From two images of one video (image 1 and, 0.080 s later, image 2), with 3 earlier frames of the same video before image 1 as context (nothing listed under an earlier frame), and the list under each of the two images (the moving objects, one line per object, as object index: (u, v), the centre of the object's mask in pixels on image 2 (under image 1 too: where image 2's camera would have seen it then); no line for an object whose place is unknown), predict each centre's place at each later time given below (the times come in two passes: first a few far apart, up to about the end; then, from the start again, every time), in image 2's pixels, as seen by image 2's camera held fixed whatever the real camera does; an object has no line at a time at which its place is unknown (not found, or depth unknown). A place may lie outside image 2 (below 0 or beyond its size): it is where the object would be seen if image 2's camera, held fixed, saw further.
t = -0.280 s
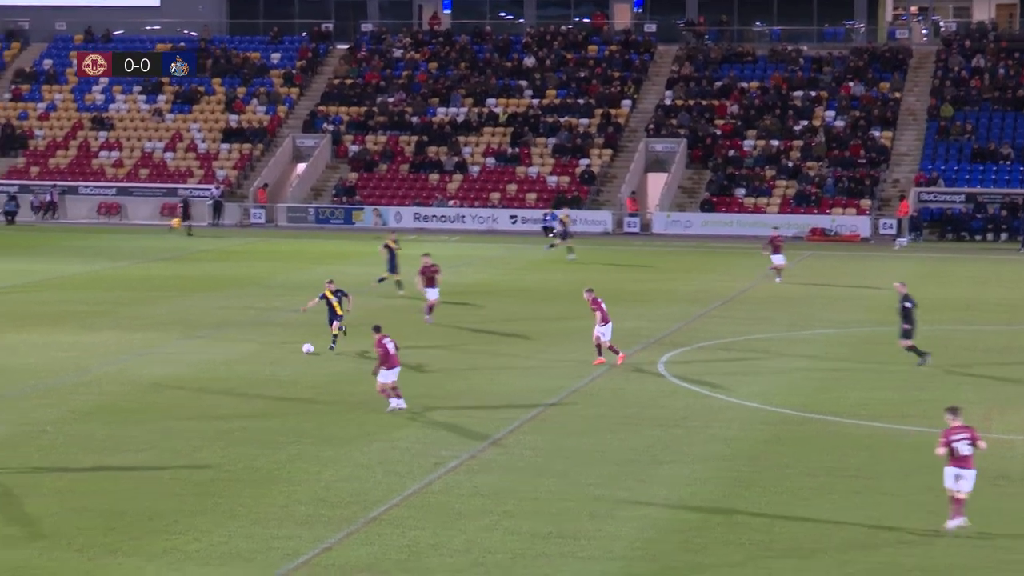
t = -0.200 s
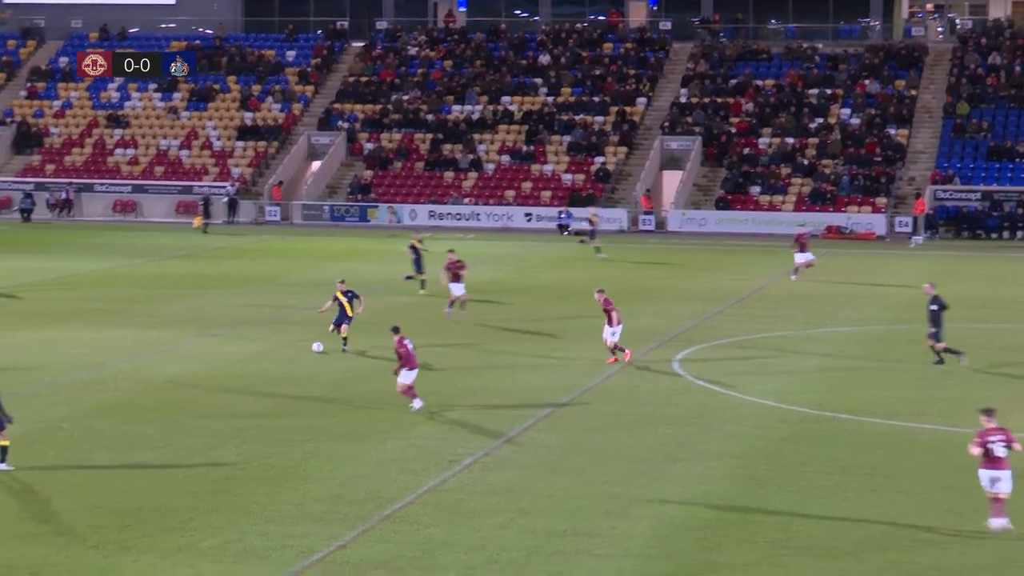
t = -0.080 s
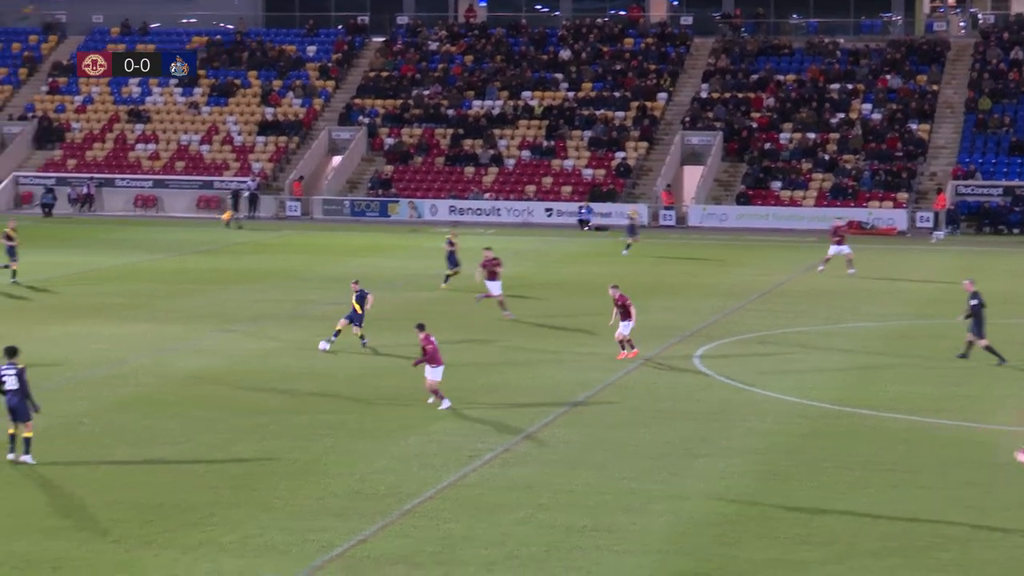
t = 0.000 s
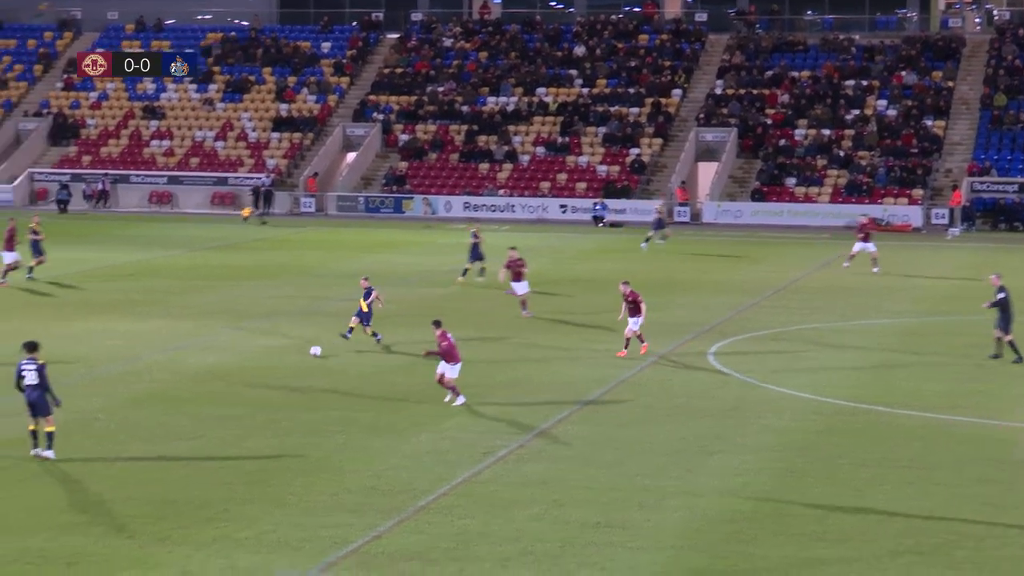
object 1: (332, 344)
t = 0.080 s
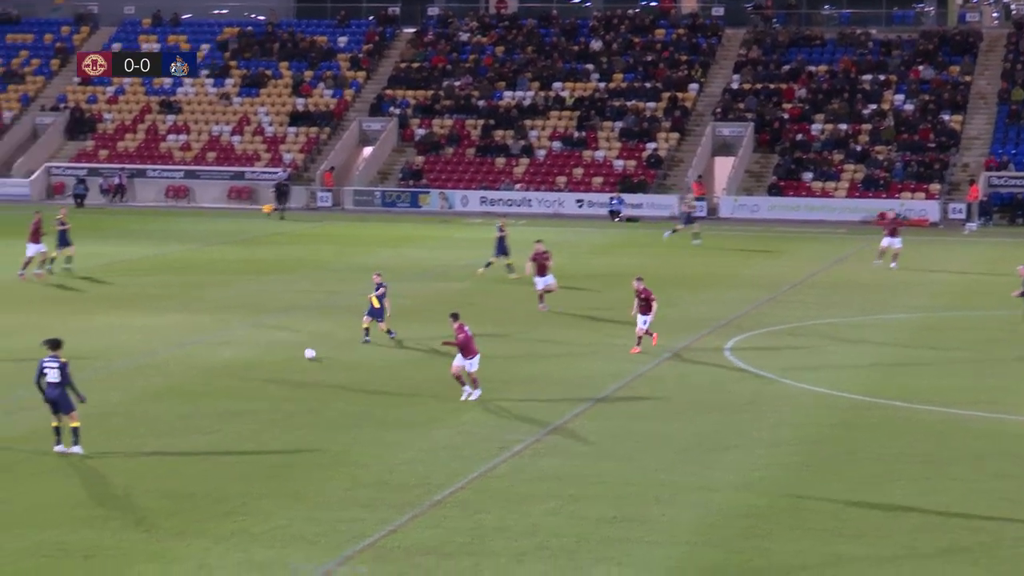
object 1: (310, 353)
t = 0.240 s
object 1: (263, 371)
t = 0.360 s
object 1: (226, 383)
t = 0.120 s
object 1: (298, 357)
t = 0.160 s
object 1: (286, 361)
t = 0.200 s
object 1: (275, 366)
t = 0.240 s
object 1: (263, 371)
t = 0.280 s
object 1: (251, 374)
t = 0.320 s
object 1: (238, 378)
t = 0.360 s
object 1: (226, 383)
